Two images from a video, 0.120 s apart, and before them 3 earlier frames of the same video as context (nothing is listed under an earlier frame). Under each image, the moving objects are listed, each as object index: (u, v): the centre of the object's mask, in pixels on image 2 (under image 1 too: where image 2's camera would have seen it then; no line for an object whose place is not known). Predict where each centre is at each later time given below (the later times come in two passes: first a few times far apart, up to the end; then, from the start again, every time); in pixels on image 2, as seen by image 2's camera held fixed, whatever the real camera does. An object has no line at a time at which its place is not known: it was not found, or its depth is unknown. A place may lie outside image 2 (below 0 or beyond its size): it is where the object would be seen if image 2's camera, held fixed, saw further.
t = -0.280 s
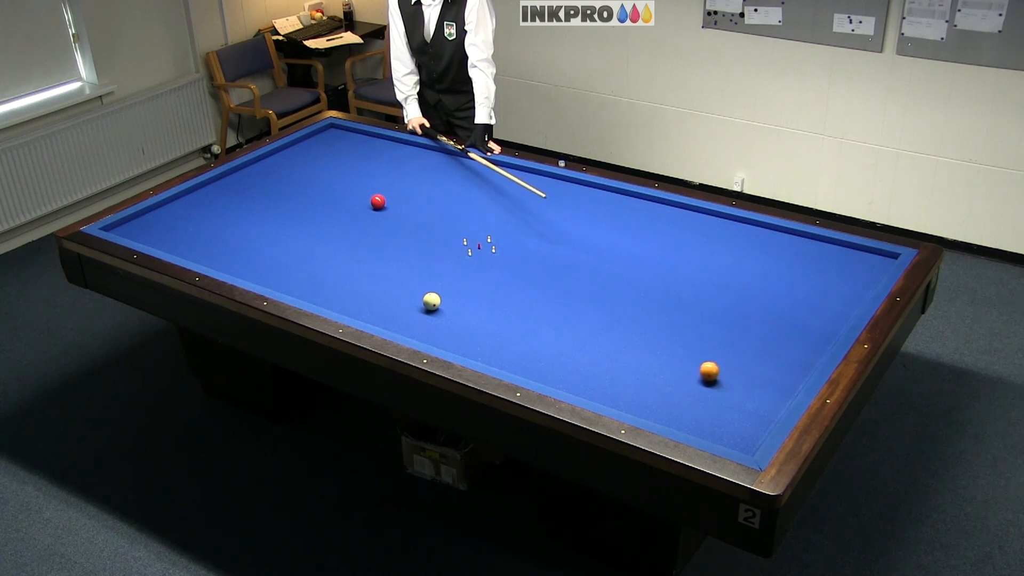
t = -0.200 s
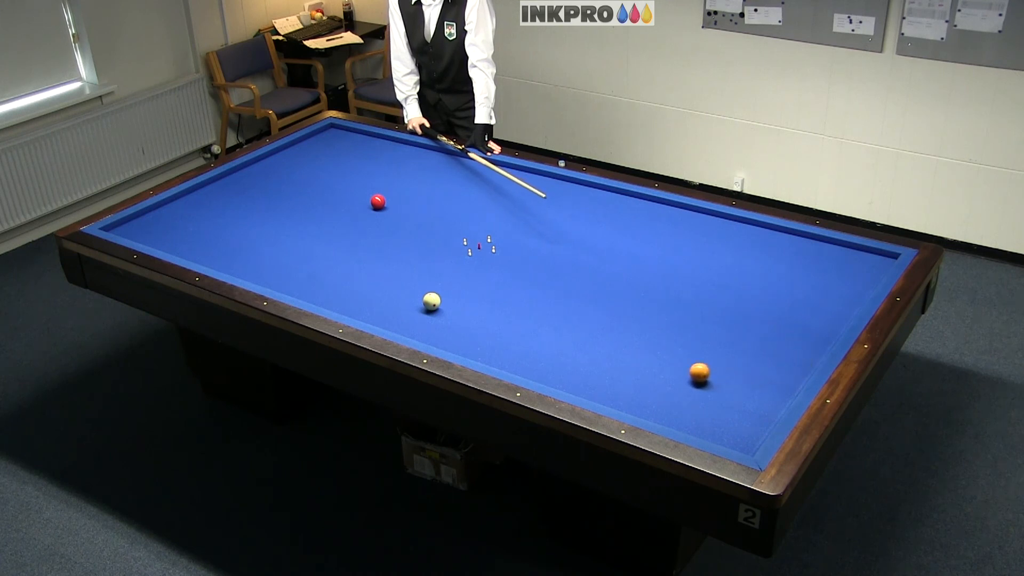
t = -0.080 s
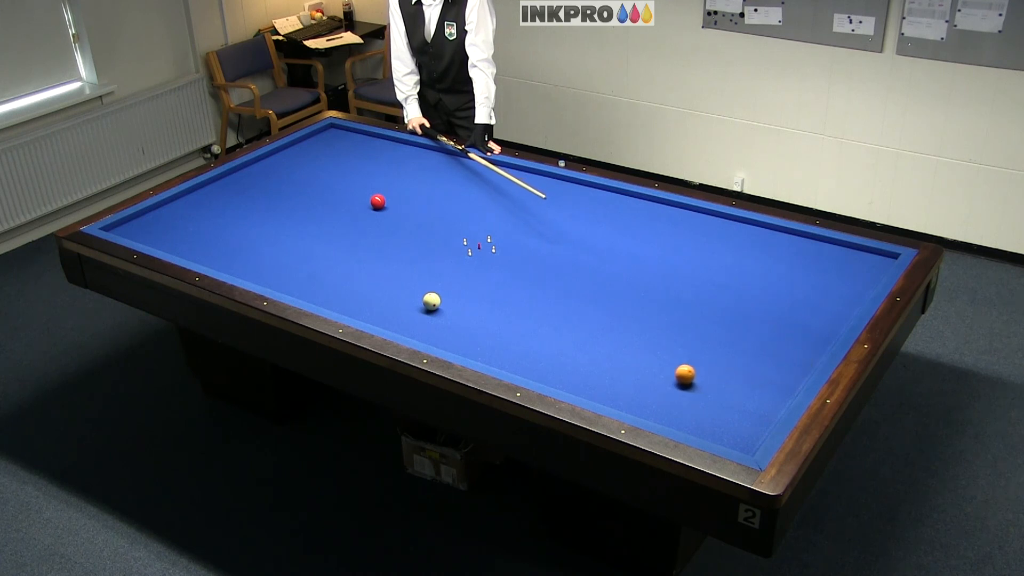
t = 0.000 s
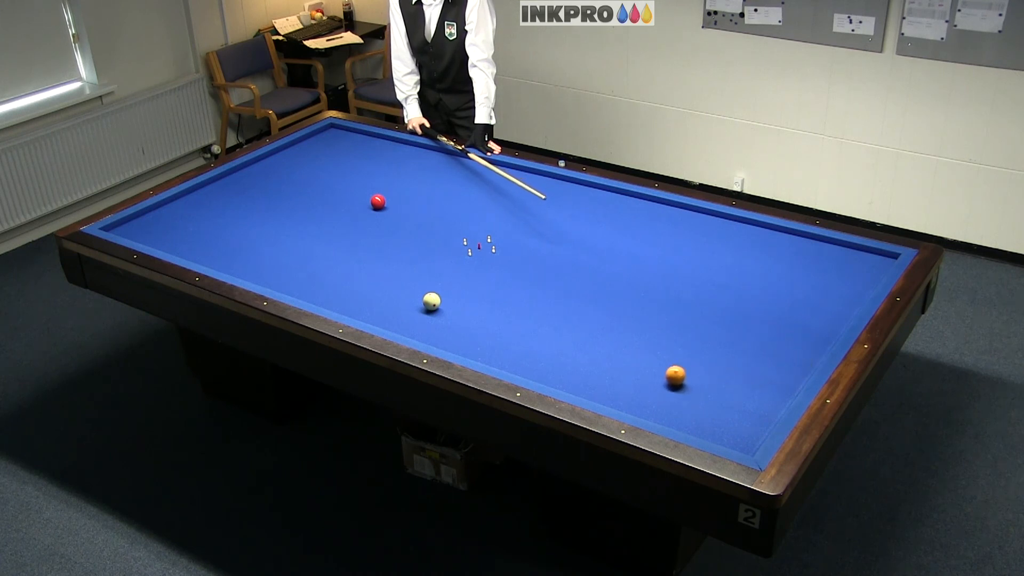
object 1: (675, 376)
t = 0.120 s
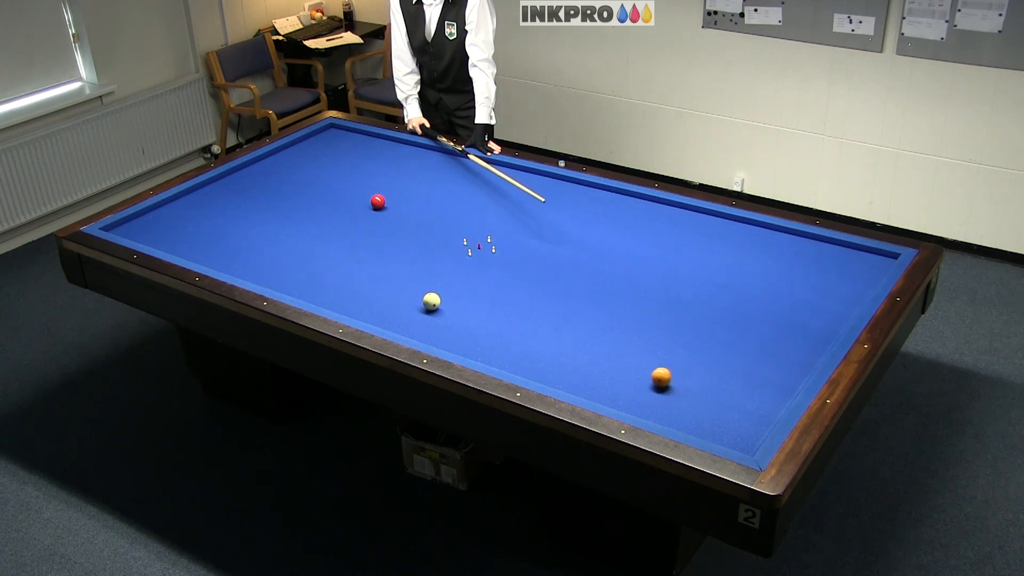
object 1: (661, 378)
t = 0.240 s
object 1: (647, 380)
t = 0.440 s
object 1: (624, 382)
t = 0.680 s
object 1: (597, 385)
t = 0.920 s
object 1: (572, 386)
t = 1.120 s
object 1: (561, 382)
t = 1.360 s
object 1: (553, 375)
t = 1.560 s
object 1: (547, 368)
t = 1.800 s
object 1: (541, 361)
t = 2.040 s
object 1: (535, 354)
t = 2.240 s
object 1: (531, 349)
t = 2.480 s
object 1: (526, 343)
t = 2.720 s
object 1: (521, 338)
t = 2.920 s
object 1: (518, 334)
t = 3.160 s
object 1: (514, 329)
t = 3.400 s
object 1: (511, 325)
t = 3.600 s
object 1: (508, 322)
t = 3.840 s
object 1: (505, 319)
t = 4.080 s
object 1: (503, 316)
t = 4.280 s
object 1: (501, 314)
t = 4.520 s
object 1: (499, 312)
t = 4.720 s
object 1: (498, 310)
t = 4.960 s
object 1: (496, 309)
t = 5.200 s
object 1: (495, 308)
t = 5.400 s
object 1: (495, 307)
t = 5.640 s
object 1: (494, 307)
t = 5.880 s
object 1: (494, 307)
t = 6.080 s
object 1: (494, 307)
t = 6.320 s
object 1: (494, 307)
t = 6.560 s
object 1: (494, 307)
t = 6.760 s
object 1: (494, 307)
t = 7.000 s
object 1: (494, 307)
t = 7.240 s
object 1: (494, 307)
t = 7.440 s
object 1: (494, 307)
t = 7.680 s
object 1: (494, 307)
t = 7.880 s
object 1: (494, 307)
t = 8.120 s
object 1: (494, 307)
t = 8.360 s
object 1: (494, 307)
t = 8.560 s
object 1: (494, 307)
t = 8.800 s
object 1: (494, 307)
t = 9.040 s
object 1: (494, 307)
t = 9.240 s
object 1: (494, 307)
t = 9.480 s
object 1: (494, 307)
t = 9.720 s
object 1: (494, 307)
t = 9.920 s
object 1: (494, 307)
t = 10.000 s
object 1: (494, 307)
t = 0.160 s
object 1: (656, 379)
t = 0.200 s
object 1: (652, 379)
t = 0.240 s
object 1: (647, 380)
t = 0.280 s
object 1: (642, 380)
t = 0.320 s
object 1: (638, 381)
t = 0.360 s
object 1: (633, 381)
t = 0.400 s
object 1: (629, 382)
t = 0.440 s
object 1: (624, 382)
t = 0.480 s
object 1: (620, 383)
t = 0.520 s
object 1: (615, 383)
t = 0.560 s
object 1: (611, 384)
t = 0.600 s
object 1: (606, 384)
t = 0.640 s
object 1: (602, 385)
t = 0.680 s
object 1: (597, 385)
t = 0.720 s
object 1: (593, 386)
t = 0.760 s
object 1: (589, 386)
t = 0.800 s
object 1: (584, 386)
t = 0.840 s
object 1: (580, 387)
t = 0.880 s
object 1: (576, 387)
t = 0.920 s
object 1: (572, 386)
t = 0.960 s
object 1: (567, 386)
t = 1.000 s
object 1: (565, 385)
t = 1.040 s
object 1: (564, 384)
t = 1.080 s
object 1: (562, 383)
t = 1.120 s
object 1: (561, 382)
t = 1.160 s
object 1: (560, 381)
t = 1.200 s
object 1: (558, 380)
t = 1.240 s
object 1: (557, 379)
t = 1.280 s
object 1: (556, 377)
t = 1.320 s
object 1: (554, 376)
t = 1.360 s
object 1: (553, 375)
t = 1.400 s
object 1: (552, 374)
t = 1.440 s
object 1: (551, 372)
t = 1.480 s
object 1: (550, 371)
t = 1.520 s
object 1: (549, 370)
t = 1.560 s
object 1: (547, 368)
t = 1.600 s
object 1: (546, 367)
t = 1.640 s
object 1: (545, 366)
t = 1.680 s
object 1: (544, 365)
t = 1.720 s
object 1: (543, 363)
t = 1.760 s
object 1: (542, 362)
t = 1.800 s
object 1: (541, 361)
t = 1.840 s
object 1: (540, 360)
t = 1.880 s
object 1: (539, 358)
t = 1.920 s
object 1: (538, 358)
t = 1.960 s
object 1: (537, 356)
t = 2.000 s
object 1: (536, 355)
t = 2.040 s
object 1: (535, 354)
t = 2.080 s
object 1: (535, 353)
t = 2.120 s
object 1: (534, 352)
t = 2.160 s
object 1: (533, 351)
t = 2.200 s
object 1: (532, 350)
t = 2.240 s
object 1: (531, 349)
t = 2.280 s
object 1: (530, 348)
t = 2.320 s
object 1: (529, 347)
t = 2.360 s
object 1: (529, 346)
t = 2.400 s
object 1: (528, 345)
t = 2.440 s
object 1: (527, 344)
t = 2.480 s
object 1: (526, 343)
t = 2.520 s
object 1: (525, 342)
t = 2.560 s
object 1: (524, 341)
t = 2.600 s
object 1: (524, 340)
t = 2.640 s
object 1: (523, 339)
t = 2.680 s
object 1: (522, 339)
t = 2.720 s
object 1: (521, 338)
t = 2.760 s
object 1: (521, 337)
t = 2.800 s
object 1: (520, 336)
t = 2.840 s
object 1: (519, 335)
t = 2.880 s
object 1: (519, 334)
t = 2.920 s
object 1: (518, 334)
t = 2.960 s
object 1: (517, 333)
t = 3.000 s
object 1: (516, 332)
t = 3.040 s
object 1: (516, 331)
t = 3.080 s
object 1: (515, 330)
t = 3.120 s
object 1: (515, 330)
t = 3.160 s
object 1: (514, 329)
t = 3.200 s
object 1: (513, 328)
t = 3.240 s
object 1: (513, 328)
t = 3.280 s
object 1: (512, 327)
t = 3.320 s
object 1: (512, 326)
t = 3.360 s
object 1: (511, 326)
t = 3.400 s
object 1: (511, 325)
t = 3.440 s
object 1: (510, 324)
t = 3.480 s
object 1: (510, 324)
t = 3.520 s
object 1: (509, 323)
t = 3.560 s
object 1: (509, 323)
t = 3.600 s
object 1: (508, 322)
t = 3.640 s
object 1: (508, 322)
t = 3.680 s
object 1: (507, 321)
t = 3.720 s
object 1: (507, 320)
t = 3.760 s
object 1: (506, 320)
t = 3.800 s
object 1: (506, 320)
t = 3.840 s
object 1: (505, 319)
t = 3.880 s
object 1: (505, 318)
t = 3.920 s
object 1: (504, 318)
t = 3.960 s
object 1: (504, 317)
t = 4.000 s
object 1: (504, 317)
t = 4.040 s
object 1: (503, 317)
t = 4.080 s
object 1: (503, 316)
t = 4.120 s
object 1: (502, 315)
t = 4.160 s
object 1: (502, 315)
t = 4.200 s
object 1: (502, 315)
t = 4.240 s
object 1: (501, 314)
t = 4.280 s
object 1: (501, 314)
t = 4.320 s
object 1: (501, 314)
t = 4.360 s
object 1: (500, 313)
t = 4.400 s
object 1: (500, 313)
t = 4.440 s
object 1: (500, 312)
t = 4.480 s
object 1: (499, 312)
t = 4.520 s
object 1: (499, 312)
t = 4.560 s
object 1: (499, 311)
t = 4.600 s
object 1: (498, 311)
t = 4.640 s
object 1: (498, 311)
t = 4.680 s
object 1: (498, 311)
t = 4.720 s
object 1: (498, 310)
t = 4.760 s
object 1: (497, 310)
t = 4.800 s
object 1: (497, 310)
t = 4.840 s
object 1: (497, 310)
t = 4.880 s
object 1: (497, 310)
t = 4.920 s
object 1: (496, 309)
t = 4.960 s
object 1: (496, 309)
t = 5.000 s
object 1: (496, 309)
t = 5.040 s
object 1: (496, 309)
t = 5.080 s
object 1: (496, 308)
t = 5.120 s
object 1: (496, 308)
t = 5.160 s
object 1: (495, 308)
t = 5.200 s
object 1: (495, 308)
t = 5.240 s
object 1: (495, 308)
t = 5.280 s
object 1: (495, 308)
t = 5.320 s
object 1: (495, 308)
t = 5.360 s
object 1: (495, 307)
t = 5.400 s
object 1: (495, 307)
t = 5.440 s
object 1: (495, 307)
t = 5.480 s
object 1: (495, 307)
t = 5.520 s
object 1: (495, 307)
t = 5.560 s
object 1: (494, 307)
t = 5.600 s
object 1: (494, 307)
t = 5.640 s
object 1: (494, 307)
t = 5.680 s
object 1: (494, 307)
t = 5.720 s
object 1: (494, 307)
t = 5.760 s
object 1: (494, 307)
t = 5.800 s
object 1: (494, 307)
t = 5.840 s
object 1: (494, 307)
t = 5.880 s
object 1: (494, 307)
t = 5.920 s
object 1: (494, 307)
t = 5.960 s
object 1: (494, 307)
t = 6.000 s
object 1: (494, 307)
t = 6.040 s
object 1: (494, 307)
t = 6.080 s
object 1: (494, 307)
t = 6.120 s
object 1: (494, 307)
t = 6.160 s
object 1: (494, 307)
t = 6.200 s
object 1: (494, 307)
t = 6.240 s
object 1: (494, 307)
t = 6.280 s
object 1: (494, 307)
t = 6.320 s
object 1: (494, 307)
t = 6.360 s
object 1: (494, 307)
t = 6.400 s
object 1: (494, 307)
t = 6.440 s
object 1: (494, 307)
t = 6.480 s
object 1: (494, 307)
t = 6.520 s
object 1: (494, 307)
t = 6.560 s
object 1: (494, 307)
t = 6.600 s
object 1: (494, 307)
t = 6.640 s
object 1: (494, 307)
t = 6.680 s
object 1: (494, 307)
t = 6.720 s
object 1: (494, 307)
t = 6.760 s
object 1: (494, 307)
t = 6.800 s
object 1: (494, 307)
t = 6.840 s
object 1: (494, 307)
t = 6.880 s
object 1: (494, 307)
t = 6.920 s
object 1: (494, 307)
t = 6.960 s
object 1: (494, 307)
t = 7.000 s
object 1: (494, 307)
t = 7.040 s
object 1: (494, 307)
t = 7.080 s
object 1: (494, 307)
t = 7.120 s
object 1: (494, 307)
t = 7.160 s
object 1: (494, 307)
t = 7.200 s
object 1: (494, 307)
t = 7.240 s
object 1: (494, 307)
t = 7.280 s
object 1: (494, 307)
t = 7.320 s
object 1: (494, 307)
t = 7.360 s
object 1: (494, 307)
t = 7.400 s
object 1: (494, 307)
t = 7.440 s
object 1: (494, 307)
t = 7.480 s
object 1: (494, 307)
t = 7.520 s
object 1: (494, 307)
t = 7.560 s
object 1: (494, 307)
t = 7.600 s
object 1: (494, 307)
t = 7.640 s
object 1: (494, 307)
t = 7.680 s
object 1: (494, 307)
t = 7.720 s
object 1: (494, 307)
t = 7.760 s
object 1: (494, 307)
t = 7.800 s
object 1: (494, 307)
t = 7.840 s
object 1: (494, 307)
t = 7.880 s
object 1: (494, 307)
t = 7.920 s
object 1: (494, 307)
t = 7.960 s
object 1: (494, 307)
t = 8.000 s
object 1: (494, 307)
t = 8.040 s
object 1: (494, 307)
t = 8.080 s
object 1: (494, 307)
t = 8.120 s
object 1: (494, 307)
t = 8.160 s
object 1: (494, 307)
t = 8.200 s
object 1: (494, 307)
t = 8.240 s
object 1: (494, 307)
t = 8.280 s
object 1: (494, 307)
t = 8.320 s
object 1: (494, 307)
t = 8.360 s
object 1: (494, 307)
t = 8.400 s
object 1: (494, 307)
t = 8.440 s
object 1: (494, 307)
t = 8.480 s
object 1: (494, 307)
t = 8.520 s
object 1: (494, 307)
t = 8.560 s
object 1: (494, 307)
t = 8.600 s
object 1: (494, 307)
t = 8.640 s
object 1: (494, 307)
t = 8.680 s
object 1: (494, 307)
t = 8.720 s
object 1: (494, 307)
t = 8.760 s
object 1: (494, 307)
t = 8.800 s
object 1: (494, 307)
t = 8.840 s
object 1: (494, 307)
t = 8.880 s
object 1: (494, 307)
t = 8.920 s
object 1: (494, 307)
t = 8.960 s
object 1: (494, 307)
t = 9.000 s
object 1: (494, 307)
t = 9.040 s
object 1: (494, 307)
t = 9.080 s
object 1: (494, 307)
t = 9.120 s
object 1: (494, 307)
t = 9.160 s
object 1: (494, 307)
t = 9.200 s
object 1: (494, 307)
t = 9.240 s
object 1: (494, 307)
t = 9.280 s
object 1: (494, 307)
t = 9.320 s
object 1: (494, 307)
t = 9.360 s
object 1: (494, 307)
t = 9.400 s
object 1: (494, 307)
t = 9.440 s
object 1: (494, 307)
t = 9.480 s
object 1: (494, 307)
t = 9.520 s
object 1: (494, 307)
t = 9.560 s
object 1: (494, 307)
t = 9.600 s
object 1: (494, 307)
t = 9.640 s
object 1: (494, 307)
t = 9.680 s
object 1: (494, 307)
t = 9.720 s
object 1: (494, 307)
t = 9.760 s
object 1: (494, 307)
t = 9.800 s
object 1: (494, 307)
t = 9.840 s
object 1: (494, 307)
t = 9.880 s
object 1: (494, 307)
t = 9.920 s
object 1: (494, 307)
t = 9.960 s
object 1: (494, 307)
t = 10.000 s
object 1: (494, 307)
